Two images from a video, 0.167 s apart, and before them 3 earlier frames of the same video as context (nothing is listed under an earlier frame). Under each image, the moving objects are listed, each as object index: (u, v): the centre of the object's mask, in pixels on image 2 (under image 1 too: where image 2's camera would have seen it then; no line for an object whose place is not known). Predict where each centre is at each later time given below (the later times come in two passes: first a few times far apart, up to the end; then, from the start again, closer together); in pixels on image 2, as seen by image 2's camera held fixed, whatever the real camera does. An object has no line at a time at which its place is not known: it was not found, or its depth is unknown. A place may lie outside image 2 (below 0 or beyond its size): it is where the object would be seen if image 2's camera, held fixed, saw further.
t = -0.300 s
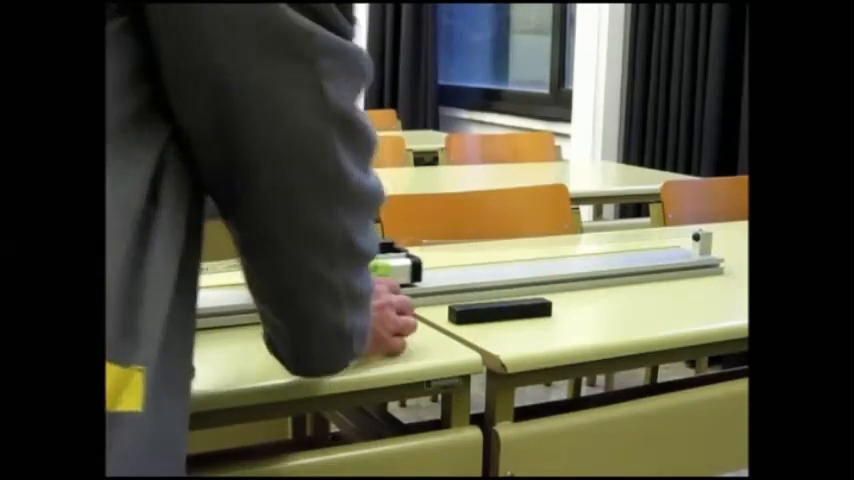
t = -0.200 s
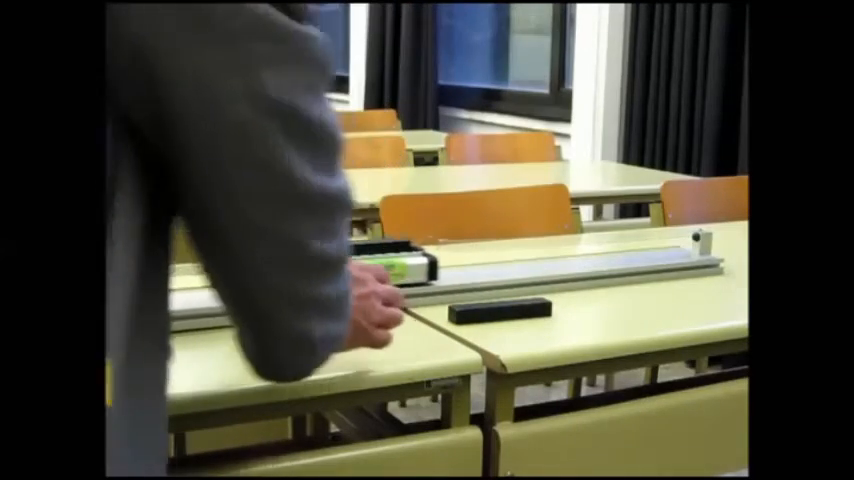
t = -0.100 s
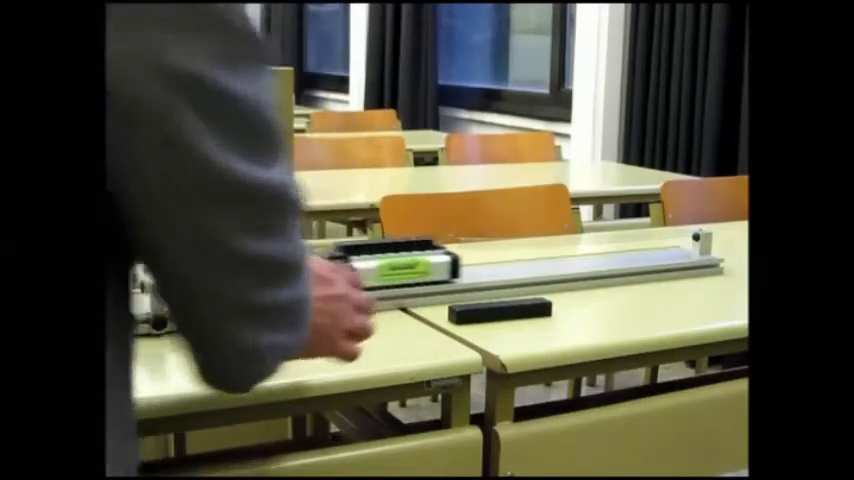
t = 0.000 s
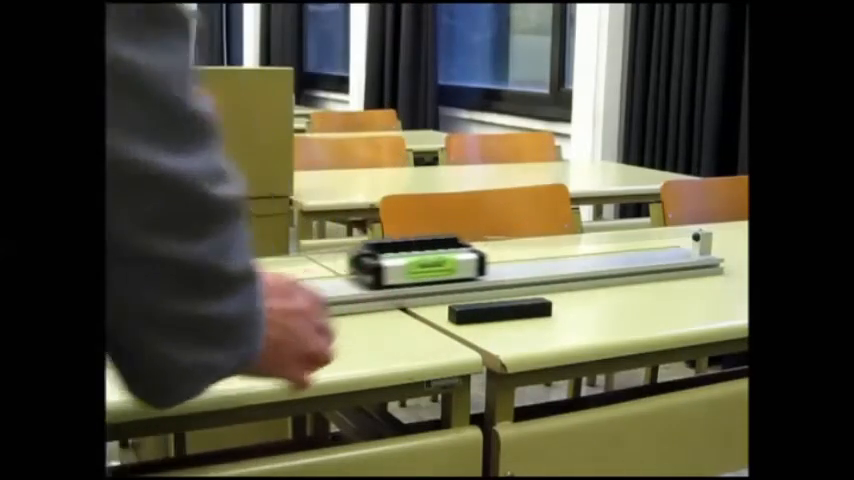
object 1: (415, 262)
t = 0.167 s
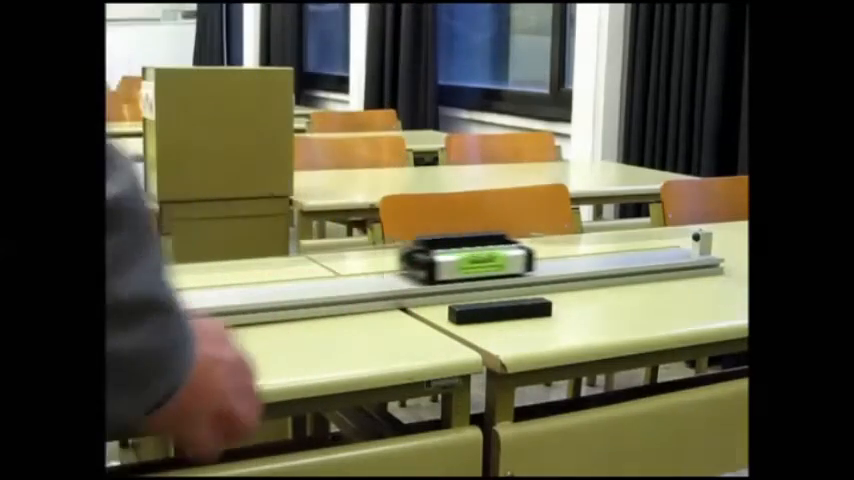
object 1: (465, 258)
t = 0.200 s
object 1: (475, 257)
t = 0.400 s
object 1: (527, 253)
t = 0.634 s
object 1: (566, 249)
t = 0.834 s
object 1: (572, 249)
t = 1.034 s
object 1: (553, 250)
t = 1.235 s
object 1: (512, 254)
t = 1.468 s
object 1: (449, 259)
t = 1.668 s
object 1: (396, 263)
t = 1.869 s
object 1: (360, 266)
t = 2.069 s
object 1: (352, 266)
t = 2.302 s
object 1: (380, 265)
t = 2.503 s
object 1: (427, 261)
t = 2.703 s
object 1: (479, 256)
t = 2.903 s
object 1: (525, 253)
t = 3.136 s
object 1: (557, 250)
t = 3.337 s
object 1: (559, 249)
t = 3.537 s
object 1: (540, 251)
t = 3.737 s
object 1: (501, 254)
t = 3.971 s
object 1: (445, 259)
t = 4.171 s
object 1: (400, 263)
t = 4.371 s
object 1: (370, 265)
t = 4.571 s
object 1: (366, 265)
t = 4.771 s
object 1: (389, 264)
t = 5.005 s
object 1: (437, 260)
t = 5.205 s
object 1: (484, 256)
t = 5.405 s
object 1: (523, 253)
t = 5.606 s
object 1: (546, 250)
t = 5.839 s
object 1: (548, 250)
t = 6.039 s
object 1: (528, 252)
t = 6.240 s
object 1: (492, 255)
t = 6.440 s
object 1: (449, 259)
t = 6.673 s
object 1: (403, 263)
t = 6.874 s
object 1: (381, 265)
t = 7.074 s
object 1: (380, 265)
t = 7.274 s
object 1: (402, 263)
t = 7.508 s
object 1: (446, 259)
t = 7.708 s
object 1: (486, 256)
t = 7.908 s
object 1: (519, 253)
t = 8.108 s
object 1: (538, 252)
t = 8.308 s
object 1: (538, 252)
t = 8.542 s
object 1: (511, 254)
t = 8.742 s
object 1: (476, 256)
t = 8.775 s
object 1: (470, 257)
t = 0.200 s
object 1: (475, 257)
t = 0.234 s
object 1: (484, 257)
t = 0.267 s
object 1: (494, 256)
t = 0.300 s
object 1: (503, 255)
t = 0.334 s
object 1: (511, 254)
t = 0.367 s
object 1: (520, 253)
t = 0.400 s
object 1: (527, 253)
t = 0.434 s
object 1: (534, 252)
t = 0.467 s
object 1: (541, 251)
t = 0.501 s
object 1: (547, 251)
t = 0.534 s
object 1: (553, 250)
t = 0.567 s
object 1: (558, 250)
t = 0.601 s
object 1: (562, 250)
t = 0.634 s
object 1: (566, 249)
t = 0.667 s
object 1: (568, 249)
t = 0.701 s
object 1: (570, 249)
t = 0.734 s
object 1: (572, 249)
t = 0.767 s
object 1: (572, 249)
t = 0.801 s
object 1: (572, 249)
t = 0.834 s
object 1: (572, 249)
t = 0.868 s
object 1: (570, 249)
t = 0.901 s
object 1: (568, 249)
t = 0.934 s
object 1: (565, 249)
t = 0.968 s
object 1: (561, 250)
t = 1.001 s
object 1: (557, 250)
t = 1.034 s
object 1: (553, 250)
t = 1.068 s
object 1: (547, 251)
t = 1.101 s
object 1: (541, 251)
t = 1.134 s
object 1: (535, 252)
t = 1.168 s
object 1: (528, 252)
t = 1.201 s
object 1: (520, 253)
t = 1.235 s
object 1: (512, 254)
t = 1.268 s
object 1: (504, 254)
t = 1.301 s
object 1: (495, 255)
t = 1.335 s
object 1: (487, 256)
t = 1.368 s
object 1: (477, 257)
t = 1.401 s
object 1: (468, 258)
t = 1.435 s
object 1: (459, 258)
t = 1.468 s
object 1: (449, 259)
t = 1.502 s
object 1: (440, 260)
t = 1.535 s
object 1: (431, 261)
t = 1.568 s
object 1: (422, 261)
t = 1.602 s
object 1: (413, 262)
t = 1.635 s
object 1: (404, 263)
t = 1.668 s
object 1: (396, 263)
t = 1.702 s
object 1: (389, 264)
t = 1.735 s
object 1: (382, 264)
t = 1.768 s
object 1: (376, 265)
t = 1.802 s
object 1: (370, 266)
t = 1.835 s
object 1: (365, 266)
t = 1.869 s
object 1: (360, 266)
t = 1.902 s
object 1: (357, 266)
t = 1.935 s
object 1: (354, 266)
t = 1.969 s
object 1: (352, 266)
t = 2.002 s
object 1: (351, 266)
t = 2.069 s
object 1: (352, 266)
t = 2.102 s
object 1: (354, 266)
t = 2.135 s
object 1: (357, 266)
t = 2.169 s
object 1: (359, 266)
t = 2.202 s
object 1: (363, 266)
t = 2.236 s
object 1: (368, 265)
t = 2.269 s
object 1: (374, 265)
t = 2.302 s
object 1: (380, 265)
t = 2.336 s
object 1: (387, 264)
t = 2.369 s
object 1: (394, 264)
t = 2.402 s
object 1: (401, 263)
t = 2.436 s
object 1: (410, 262)
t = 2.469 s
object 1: (418, 262)
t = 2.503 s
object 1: (427, 261)
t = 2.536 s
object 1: (435, 260)
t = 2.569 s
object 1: (444, 260)
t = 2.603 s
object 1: (452, 259)
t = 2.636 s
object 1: (462, 258)
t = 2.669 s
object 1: (470, 257)
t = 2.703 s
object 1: (479, 256)
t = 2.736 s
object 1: (487, 256)
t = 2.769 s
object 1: (496, 255)
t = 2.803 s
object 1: (504, 255)
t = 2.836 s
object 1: (511, 254)
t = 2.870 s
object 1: (518, 253)
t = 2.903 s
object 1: (525, 253)
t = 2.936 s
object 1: (531, 252)
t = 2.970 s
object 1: (537, 251)
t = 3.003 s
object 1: (542, 251)
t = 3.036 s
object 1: (547, 251)
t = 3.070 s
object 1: (551, 250)
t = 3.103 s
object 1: (554, 250)
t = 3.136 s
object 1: (557, 250)
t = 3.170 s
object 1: (559, 249)
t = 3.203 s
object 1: (560, 250)
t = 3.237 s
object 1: (561, 249)
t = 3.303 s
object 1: (561, 249)
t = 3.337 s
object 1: (559, 249)
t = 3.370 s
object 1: (558, 249)
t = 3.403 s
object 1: (555, 250)
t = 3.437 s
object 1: (552, 250)
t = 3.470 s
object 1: (549, 250)
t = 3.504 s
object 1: (545, 251)
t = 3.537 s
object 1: (540, 251)
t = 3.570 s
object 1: (534, 251)
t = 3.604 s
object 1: (529, 252)
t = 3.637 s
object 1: (522, 252)
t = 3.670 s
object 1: (516, 253)
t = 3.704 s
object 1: (509, 254)
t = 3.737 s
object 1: (501, 254)
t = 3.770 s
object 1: (494, 255)
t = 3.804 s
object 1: (486, 256)
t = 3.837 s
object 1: (478, 256)
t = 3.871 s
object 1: (470, 257)
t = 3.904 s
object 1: (462, 258)
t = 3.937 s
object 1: (453, 258)
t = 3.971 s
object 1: (445, 259)
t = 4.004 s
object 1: (437, 260)
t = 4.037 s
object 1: (429, 261)
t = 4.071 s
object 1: (422, 261)
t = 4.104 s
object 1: (414, 262)
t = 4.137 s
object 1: (407, 263)
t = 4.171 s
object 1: (400, 263)
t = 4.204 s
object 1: (393, 264)
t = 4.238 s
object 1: (388, 264)
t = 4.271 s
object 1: (382, 265)
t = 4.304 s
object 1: (378, 265)
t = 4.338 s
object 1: (374, 265)
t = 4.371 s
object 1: (370, 265)
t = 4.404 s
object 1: (368, 265)
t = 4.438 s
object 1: (366, 266)
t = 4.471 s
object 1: (365, 266)
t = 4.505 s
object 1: (365, 266)
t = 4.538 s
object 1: (365, 266)
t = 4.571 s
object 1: (366, 265)
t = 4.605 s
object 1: (369, 265)
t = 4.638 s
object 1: (371, 265)
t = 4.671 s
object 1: (375, 265)
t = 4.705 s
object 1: (379, 265)
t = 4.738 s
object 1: (384, 264)
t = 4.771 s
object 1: (389, 264)
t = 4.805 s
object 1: (395, 263)
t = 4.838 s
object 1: (401, 263)
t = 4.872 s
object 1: (408, 262)
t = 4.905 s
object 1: (415, 262)
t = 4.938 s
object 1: (423, 261)
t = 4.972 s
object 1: (429, 261)
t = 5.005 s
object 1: (437, 260)
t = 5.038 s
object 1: (444, 259)
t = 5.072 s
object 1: (453, 259)
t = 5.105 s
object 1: (461, 258)
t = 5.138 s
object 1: (468, 257)
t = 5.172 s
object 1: (476, 257)
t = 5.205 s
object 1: (484, 256)
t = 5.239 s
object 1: (491, 256)
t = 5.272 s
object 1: (498, 255)
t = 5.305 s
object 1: (505, 254)
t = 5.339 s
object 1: (511, 254)
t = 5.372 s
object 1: (517, 253)
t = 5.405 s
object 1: (523, 253)
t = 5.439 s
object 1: (528, 252)
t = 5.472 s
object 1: (532, 252)
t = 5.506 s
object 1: (537, 251)
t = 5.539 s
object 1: (540, 251)
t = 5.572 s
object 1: (544, 251)
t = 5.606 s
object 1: (546, 250)
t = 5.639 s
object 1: (548, 250)
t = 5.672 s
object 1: (549, 250)
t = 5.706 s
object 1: (551, 250)
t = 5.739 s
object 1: (551, 250)
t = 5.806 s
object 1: (549, 250)
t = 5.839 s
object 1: (548, 250)
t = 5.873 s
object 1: (546, 250)
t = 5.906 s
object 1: (543, 251)
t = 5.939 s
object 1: (540, 251)
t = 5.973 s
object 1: (537, 251)
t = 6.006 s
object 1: (532, 251)
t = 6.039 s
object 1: (528, 252)
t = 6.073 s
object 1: (522, 253)
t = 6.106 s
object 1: (517, 253)
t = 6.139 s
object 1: (511, 253)
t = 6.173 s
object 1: (505, 254)
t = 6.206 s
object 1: (499, 255)
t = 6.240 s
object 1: (492, 255)
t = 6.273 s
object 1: (485, 256)
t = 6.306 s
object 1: (478, 256)
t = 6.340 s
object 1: (471, 257)
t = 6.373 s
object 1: (464, 258)
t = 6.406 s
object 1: (456, 258)
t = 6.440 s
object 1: (449, 259)
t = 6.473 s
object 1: (442, 260)
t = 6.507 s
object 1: (435, 260)
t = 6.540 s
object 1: (428, 261)
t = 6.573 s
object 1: (422, 261)
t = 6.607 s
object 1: (415, 262)
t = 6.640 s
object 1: (409, 262)
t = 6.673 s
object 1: (403, 263)
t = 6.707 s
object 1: (398, 263)
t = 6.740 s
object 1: (393, 264)
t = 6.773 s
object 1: (389, 264)
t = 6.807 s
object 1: (386, 264)
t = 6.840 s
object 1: (383, 264)
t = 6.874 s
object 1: (381, 265)
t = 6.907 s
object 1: (379, 265)
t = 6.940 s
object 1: (378, 265)
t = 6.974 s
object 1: (377, 265)
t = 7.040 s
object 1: (379, 265)
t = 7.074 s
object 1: (380, 265)
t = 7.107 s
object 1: (383, 264)
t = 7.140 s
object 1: (386, 264)
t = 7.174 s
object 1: (389, 264)
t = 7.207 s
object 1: (393, 264)
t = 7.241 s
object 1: (397, 263)
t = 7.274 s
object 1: (402, 263)
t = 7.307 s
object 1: (408, 263)
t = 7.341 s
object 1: (413, 262)
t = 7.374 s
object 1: (420, 262)
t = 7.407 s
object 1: (426, 261)
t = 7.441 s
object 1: (432, 260)
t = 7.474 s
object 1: (439, 260)
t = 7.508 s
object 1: (446, 259)
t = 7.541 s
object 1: (452, 259)
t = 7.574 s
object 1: (459, 258)
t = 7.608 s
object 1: (466, 258)
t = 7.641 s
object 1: (473, 257)
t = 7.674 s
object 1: (480, 256)
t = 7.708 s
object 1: (486, 256)
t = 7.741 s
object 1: (492, 255)
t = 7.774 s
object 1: (498, 255)
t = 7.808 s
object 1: (504, 254)
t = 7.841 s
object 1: (510, 254)
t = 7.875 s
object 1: (515, 254)
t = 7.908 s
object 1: (519, 253)
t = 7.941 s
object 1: (524, 253)
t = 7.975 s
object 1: (527, 253)
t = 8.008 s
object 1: (531, 252)
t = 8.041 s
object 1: (534, 252)
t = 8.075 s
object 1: (536, 252)
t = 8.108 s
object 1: (538, 252)
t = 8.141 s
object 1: (539, 252)
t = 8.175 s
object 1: (540, 251)
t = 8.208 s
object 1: (540, 251)
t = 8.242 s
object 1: (540, 251)
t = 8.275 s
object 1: (539, 251)
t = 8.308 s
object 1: (538, 252)
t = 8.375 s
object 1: (534, 252)
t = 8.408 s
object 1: (528, 252)
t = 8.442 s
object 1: (524, 253)
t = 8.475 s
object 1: (520, 253)
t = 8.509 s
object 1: (516, 253)
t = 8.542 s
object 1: (511, 254)
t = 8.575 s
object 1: (506, 254)
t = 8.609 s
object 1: (500, 254)
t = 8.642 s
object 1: (494, 255)
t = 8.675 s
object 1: (489, 255)
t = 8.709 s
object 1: (482, 256)
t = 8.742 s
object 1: (476, 256)
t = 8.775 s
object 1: (470, 257)
